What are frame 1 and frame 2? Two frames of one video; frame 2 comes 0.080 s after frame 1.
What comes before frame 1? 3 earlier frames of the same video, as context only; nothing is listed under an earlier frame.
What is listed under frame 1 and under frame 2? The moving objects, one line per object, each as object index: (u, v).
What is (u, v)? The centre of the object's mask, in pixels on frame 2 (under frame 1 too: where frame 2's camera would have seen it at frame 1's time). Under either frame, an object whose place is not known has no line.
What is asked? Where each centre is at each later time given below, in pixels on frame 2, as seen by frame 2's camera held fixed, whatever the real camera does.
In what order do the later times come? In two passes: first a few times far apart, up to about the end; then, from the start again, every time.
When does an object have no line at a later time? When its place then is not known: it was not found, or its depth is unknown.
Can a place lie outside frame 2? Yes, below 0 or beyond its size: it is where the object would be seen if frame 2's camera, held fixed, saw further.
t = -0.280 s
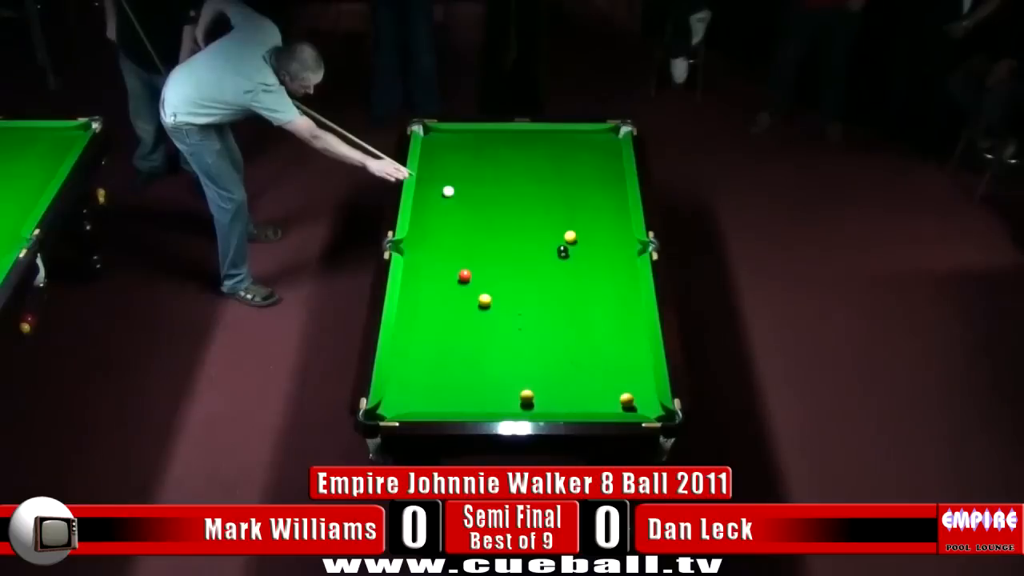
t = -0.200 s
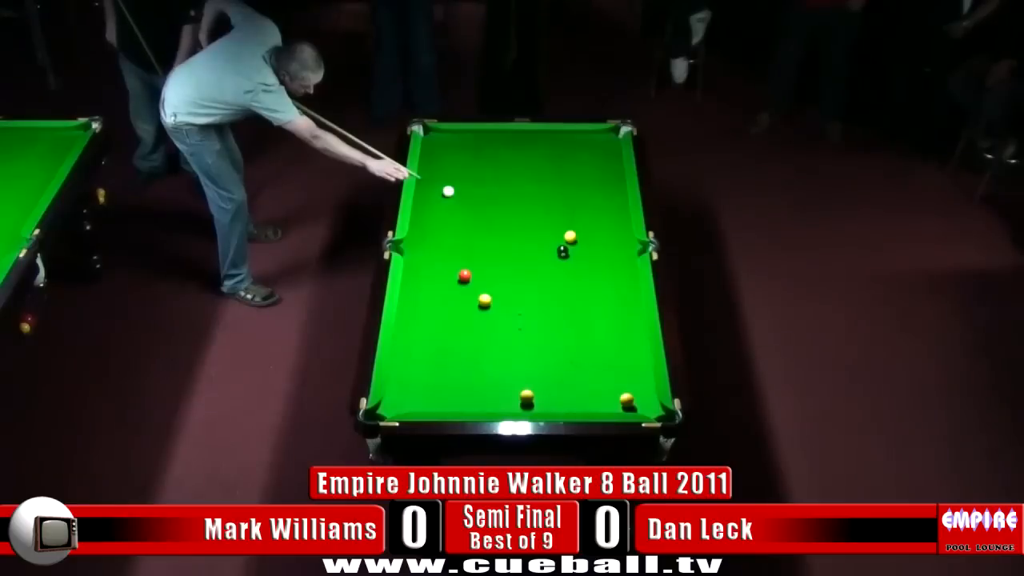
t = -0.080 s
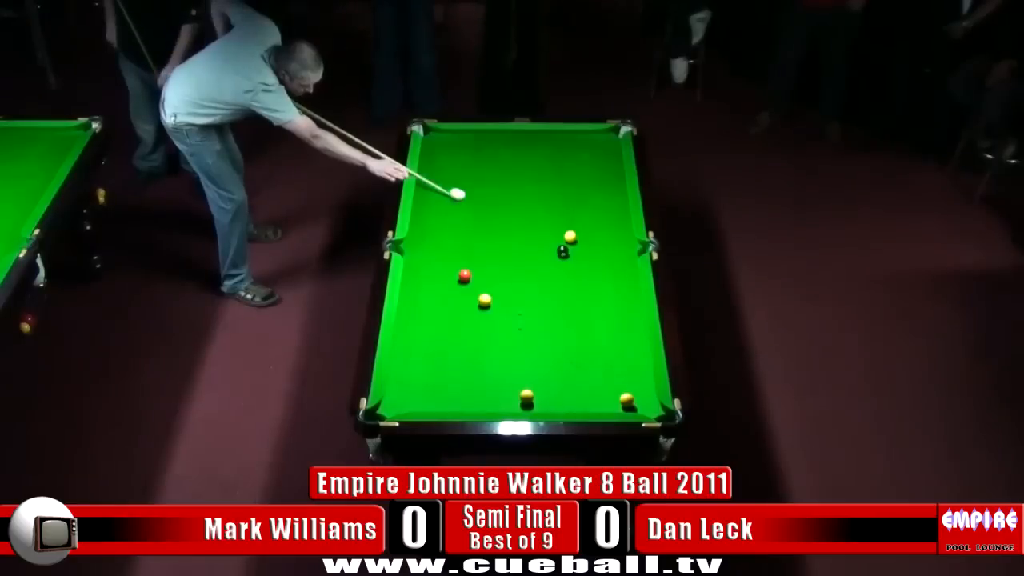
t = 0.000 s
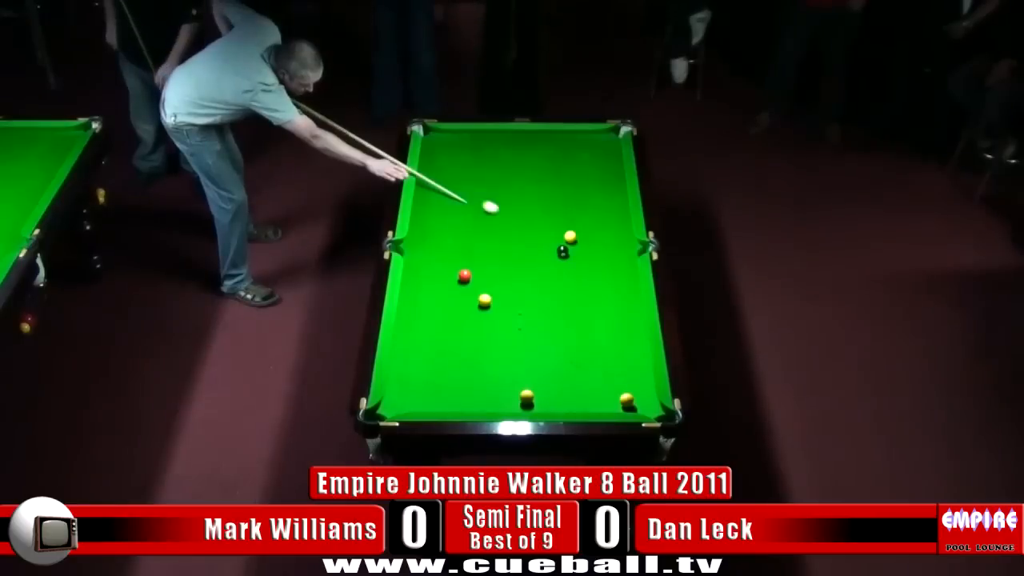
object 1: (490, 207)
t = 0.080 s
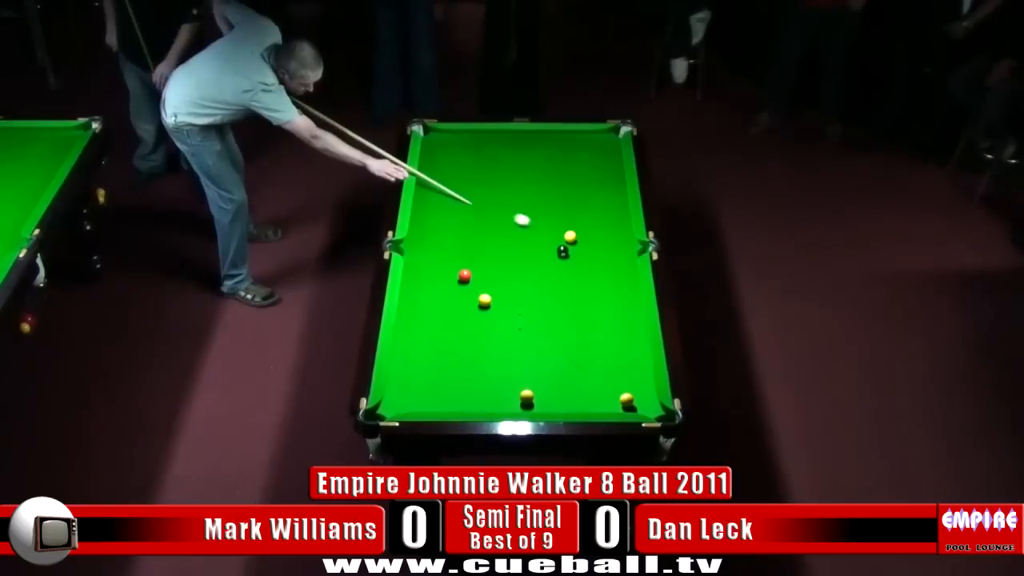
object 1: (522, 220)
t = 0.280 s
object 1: (555, 240)
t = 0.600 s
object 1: (544, 257)
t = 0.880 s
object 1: (535, 270)
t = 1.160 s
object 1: (527, 283)
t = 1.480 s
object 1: (517, 296)
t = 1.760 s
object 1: (509, 307)
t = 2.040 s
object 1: (502, 317)
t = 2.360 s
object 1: (494, 327)
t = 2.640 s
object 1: (488, 335)
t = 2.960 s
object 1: (482, 343)
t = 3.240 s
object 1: (477, 349)
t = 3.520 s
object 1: (474, 354)
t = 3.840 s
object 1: (471, 358)
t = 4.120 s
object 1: (470, 360)
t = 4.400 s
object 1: (468, 360)
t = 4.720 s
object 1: (468, 360)
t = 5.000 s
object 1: (468, 360)
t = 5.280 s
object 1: (468, 360)
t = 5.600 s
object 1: (468, 360)
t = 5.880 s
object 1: (468, 360)
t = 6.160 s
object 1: (468, 360)
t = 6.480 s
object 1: (468, 360)
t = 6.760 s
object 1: (468, 360)
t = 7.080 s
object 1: (468, 360)
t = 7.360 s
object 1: (468, 360)
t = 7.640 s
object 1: (468, 360)
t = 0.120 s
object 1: (537, 226)
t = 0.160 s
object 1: (551, 231)
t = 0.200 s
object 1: (558, 236)
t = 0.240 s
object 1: (556, 238)
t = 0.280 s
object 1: (555, 240)
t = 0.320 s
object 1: (554, 242)
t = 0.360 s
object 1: (552, 244)
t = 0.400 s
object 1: (551, 246)
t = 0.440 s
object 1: (550, 249)
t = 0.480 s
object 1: (548, 251)
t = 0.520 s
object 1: (547, 253)
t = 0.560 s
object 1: (546, 255)
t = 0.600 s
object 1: (544, 257)
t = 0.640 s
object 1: (543, 259)
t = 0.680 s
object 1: (542, 261)
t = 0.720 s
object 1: (541, 263)
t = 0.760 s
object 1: (539, 265)
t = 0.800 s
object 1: (538, 266)
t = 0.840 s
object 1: (537, 268)
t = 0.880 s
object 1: (535, 270)
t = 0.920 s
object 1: (534, 272)
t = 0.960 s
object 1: (533, 274)
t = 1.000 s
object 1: (532, 275)
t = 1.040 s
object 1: (530, 278)
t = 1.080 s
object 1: (529, 279)
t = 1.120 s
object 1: (528, 281)
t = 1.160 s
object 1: (527, 283)
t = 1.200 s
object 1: (525, 284)
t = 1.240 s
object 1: (524, 286)
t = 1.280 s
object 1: (523, 288)
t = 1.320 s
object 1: (522, 289)
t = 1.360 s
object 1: (520, 291)
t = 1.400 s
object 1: (519, 293)
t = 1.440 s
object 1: (518, 295)
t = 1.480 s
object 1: (517, 296)
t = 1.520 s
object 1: (516, 298)
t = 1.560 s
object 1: (515, 300)
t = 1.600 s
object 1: (514, 301)
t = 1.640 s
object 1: (513, 302)
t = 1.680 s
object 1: (511, 304)
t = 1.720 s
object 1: (510, 306)
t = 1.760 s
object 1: (509, 307)
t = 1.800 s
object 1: (508, 309)
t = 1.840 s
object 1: (507, 310)
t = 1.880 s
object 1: (506, 312)
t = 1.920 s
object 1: (505, 313)
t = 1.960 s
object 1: (504, 314)
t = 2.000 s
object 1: (503, 316)
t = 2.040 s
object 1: (502, 317)
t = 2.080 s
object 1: (501, 318)
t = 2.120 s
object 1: (500, 320)
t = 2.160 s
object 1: (499, 321)
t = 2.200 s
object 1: (498, 323)
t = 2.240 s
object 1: (497, 324)
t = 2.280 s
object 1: (496, 325)
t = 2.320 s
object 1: (495, 326)
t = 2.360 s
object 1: (494, 327)
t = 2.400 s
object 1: (494, 328)
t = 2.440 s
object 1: (492, 331)
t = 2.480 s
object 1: (492, 331)
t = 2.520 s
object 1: (491, 333)
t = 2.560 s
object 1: (490, 333)
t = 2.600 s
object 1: (489, 335)
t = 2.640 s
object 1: (488, 335)
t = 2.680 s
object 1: (487, 336)
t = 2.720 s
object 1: (486, 338)
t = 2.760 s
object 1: (485, 339)
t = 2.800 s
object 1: (485, 340)
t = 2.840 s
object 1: (484, 341)
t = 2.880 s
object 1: (483, 342)
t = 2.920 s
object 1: (482, 342)
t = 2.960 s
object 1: (482, 343)
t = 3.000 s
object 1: (481, 344)
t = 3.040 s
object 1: (480, 345)
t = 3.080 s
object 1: (480, 346)
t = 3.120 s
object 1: (479, 347)
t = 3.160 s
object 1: (479, 348)
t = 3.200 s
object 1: (478, 348)
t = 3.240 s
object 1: (477, 349)
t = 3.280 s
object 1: (477, 350)
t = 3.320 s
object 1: (476, 351)
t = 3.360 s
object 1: (476, 351)
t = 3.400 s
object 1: (475, 352)
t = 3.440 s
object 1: (475, 353)
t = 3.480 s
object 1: (474, 353)
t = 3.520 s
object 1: (474, 354)
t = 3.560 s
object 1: (473, 354)
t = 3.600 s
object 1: (473, 355)
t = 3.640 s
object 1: (473, 355)
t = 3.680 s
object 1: (472, 356)
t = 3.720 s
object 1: (472, 356)
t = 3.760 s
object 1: (472, 357)
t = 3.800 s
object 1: (472, 357)
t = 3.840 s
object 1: (471, 358)
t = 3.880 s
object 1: (471, 358)
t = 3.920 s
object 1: (471, 359)
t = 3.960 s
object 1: (470, 359)
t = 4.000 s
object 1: (470, 359)
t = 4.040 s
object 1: (470, 359)
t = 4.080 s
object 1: (470, 359)
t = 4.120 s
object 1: (470, 360)
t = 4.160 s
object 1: (469, 360)
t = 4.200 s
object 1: (469, 360)
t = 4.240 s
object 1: (469, 360)
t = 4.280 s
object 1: (469, 360)
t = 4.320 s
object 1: (469, 360)
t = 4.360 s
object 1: (468, 360)
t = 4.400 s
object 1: (468, 360)
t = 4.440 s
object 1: (468, 360)
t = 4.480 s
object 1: (468, 360)
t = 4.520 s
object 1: (468, 360)
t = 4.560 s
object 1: (468, 360)
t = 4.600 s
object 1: (468, 360)
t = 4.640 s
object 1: (468, 360)
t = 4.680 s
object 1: (468, 360)
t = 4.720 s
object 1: (468, 360)
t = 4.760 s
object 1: (468, 360)
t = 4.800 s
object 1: (468, 360)
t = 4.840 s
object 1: (468, 360)
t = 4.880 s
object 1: (468, 360)
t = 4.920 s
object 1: (468, 360)
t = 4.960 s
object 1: (468, 360)
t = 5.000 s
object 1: (468, 360)
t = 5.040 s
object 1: (468, 360)
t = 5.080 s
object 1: (468, 360)
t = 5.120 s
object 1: (468, 360)
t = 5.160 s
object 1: (468, 360)
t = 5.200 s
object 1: (468, 360)
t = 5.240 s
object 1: (468, 360)
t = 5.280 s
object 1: (468, 360)
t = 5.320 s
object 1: (468, 360)
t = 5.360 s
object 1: (468, 360)
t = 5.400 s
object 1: (468, 360)
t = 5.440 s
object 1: (468, 360)
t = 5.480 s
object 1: (468, 360)
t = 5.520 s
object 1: (468, 360)
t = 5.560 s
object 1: (468, 360)
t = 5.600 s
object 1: (468, 360)
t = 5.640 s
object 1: (468, 360)
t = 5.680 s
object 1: (468, 360)
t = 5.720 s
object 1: (468, 360)
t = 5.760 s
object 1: (468, 360)
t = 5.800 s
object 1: (468, 360)
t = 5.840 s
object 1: (468, 360)
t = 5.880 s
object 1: (468, 360)
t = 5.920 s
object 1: (468, 360)
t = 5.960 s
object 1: (468, 360)
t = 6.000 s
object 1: (468, 360)
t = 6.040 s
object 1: (468, 360)
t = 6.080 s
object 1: (468, 360)
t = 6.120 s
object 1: (468, 360)
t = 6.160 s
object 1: (468, 360)
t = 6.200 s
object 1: (468, 360)
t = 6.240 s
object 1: (468, 360)
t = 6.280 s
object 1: (468, 360)
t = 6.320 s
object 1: (468, 360)
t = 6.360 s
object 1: (468, 360)
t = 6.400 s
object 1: (468, 360)
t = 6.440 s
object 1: (468, 360)
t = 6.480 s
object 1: (468, 360)
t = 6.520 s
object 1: (468, 360)
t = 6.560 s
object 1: (468, 360)
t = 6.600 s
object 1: (468, 360)
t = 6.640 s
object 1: (468, 360)
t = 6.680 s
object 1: (468, 360)
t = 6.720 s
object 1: (468, 360)
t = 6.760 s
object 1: (468, 360)
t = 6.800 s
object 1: (468, 360)
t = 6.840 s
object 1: (468, 360)
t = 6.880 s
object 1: (468, 360)
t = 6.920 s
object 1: (468, 360)
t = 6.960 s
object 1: (468, 360)
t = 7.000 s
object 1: (468, 360)
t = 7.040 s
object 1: (468, 360)
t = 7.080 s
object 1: (468, 360)
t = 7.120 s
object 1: (468, 360)
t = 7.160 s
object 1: (468, 360)
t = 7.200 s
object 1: (468, 360)
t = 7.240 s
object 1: (468, 360)
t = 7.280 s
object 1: (468, 360)
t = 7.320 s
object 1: (468, 360)
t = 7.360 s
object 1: (468, 360)
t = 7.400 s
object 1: (468, 360)
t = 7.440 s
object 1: (468, 360)
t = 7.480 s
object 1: (468, 360)
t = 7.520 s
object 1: (468, 360)
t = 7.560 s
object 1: (468, 360)
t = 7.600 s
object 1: (468, 360)
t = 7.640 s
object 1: (468, 360)
